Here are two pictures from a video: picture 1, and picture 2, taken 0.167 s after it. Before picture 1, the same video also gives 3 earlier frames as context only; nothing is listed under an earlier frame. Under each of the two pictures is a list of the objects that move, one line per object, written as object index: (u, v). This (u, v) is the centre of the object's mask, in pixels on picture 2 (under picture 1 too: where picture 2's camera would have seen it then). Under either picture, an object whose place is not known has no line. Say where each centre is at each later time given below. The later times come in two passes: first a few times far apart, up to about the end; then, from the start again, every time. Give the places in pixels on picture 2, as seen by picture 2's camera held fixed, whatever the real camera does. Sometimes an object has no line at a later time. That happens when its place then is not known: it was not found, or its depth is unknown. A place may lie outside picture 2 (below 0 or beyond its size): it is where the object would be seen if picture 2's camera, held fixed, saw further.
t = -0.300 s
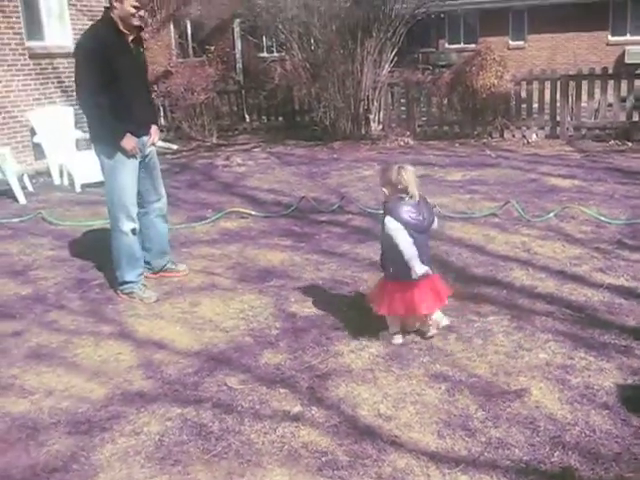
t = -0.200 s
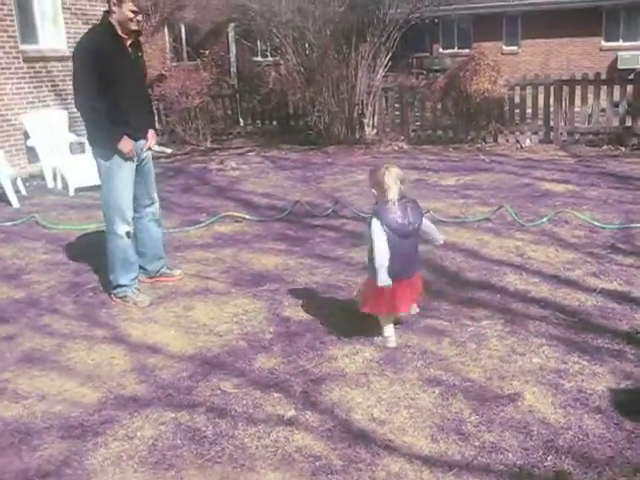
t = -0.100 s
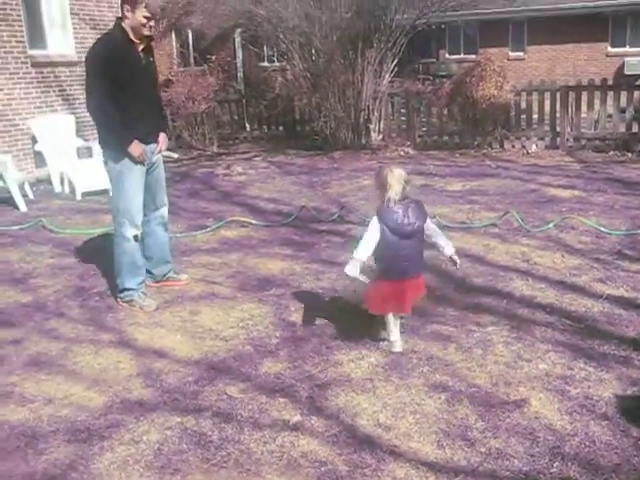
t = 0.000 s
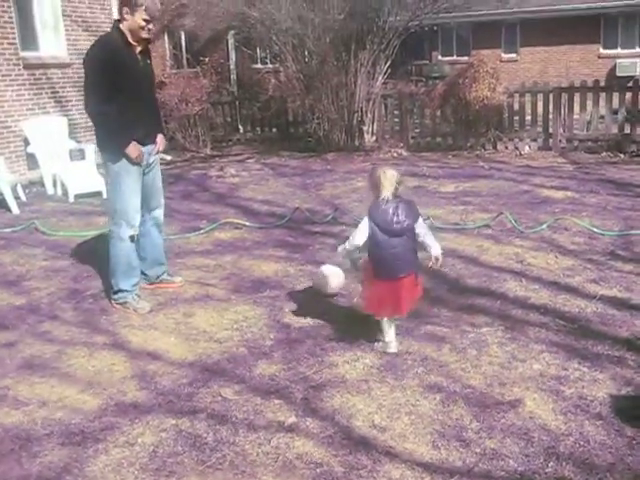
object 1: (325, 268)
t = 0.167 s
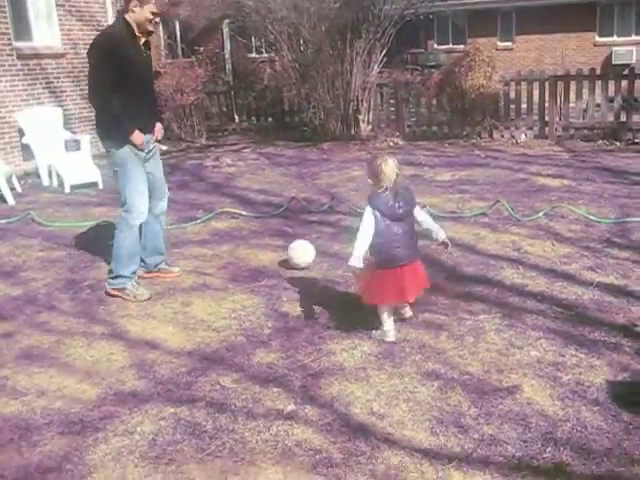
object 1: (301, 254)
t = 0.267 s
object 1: (289, 244)
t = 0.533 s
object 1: (263, 229)
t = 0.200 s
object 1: (296, 252)
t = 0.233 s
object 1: (293, 249)
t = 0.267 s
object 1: (289, 244)
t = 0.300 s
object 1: (284, 242)
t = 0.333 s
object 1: (281, 241)
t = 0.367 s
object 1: (277, 239)
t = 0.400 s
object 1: (275, 236)
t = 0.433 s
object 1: (271, 233)
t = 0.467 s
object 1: (268, 232)
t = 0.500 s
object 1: (266, 231)
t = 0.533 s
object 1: (263, 229)
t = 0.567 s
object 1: (260, 228)
